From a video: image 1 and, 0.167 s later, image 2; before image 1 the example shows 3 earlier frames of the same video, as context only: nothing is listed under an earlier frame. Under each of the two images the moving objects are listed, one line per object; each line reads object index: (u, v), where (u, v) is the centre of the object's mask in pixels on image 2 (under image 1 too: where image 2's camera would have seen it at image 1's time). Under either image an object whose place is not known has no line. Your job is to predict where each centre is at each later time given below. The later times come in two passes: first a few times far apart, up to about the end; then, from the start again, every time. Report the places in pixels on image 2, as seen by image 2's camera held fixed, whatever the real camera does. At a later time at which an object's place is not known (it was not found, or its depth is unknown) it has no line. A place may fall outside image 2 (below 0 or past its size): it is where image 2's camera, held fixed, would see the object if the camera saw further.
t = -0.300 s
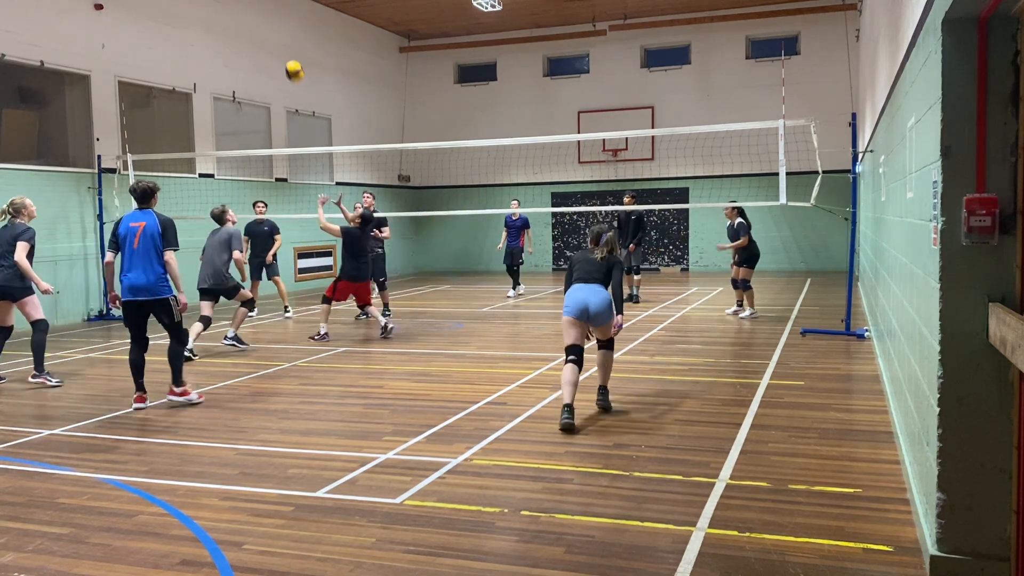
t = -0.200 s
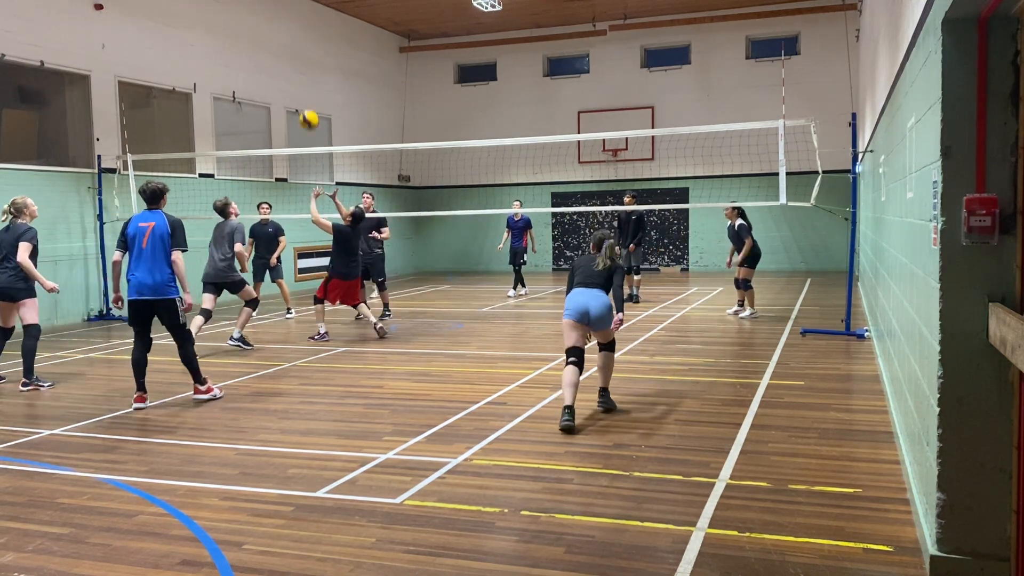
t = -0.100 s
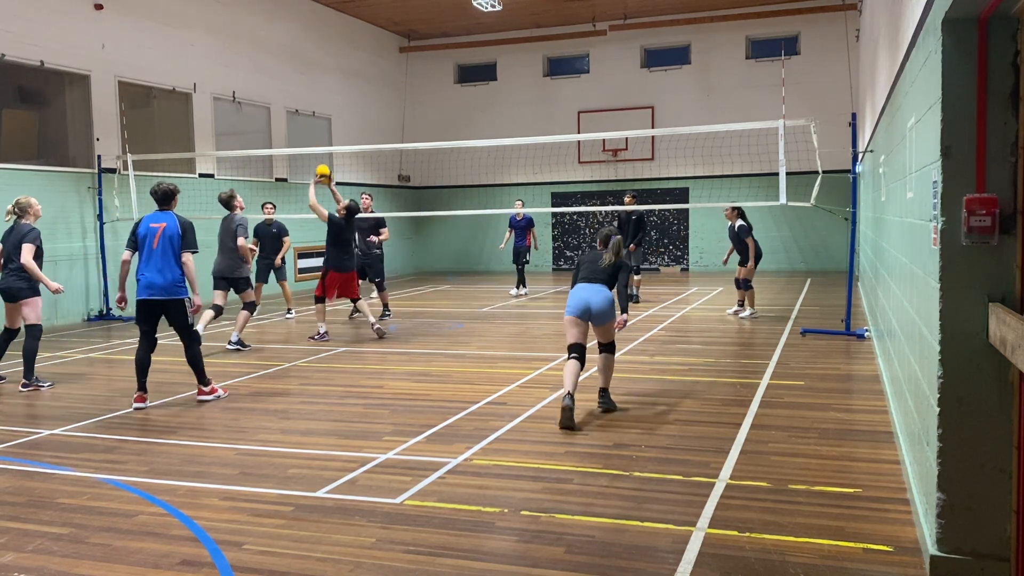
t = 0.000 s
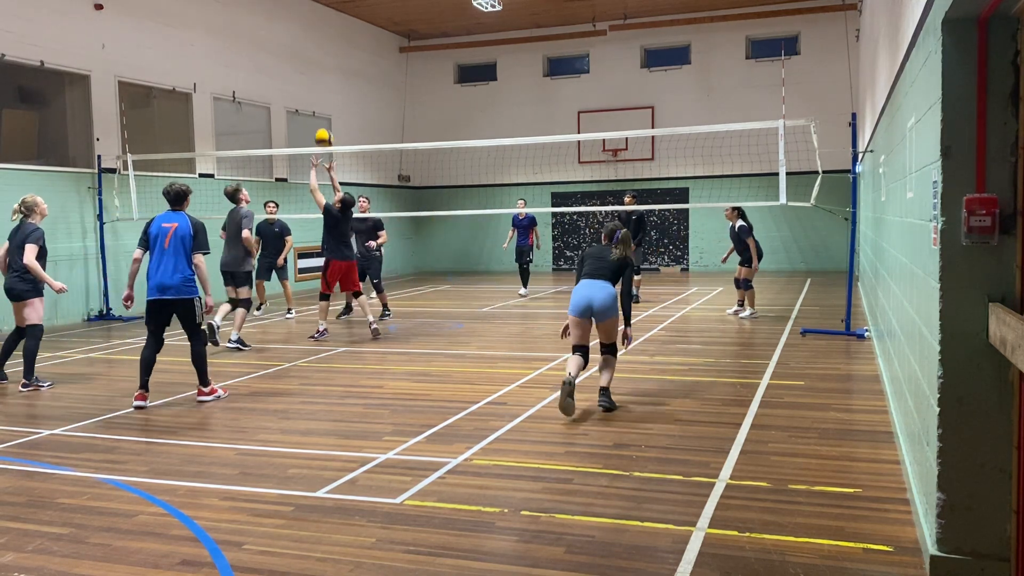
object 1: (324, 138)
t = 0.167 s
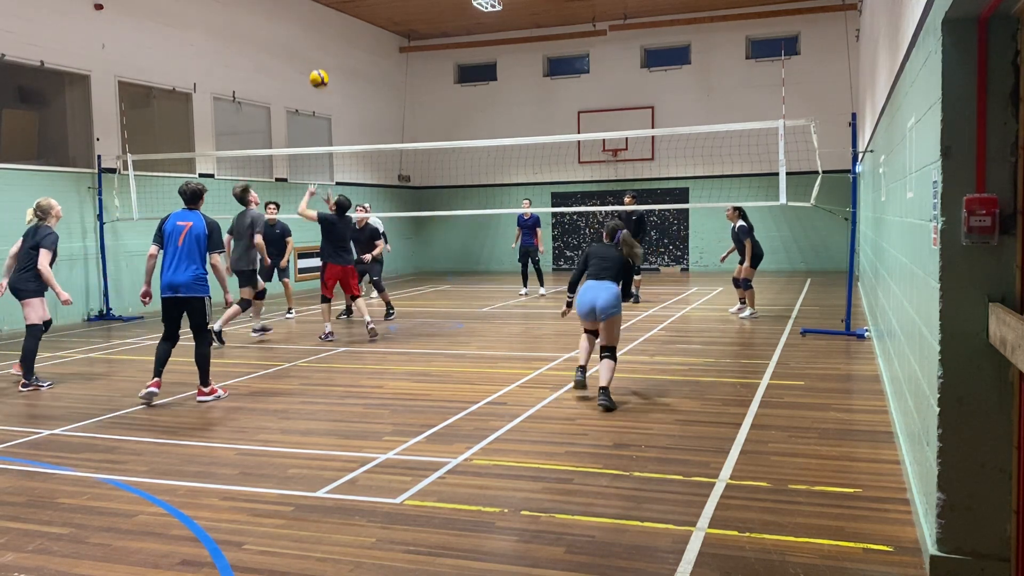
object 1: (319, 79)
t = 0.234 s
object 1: (317, 62)
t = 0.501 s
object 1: (311, 34)
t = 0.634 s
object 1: (310, 43)
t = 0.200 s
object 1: (318, 70)
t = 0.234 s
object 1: (317, 62)
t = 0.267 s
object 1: (316, 55)
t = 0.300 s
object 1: (315, 49)
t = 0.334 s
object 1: (314, 44)
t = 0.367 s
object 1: (314, 41)
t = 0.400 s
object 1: (313, 38)
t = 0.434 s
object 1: (313, 36)
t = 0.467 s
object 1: (312, 35)
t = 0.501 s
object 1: (311, 34)
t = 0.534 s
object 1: (311, 35)
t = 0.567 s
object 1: (311, 37)
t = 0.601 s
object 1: (310, 39)
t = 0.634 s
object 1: (310, 43)
